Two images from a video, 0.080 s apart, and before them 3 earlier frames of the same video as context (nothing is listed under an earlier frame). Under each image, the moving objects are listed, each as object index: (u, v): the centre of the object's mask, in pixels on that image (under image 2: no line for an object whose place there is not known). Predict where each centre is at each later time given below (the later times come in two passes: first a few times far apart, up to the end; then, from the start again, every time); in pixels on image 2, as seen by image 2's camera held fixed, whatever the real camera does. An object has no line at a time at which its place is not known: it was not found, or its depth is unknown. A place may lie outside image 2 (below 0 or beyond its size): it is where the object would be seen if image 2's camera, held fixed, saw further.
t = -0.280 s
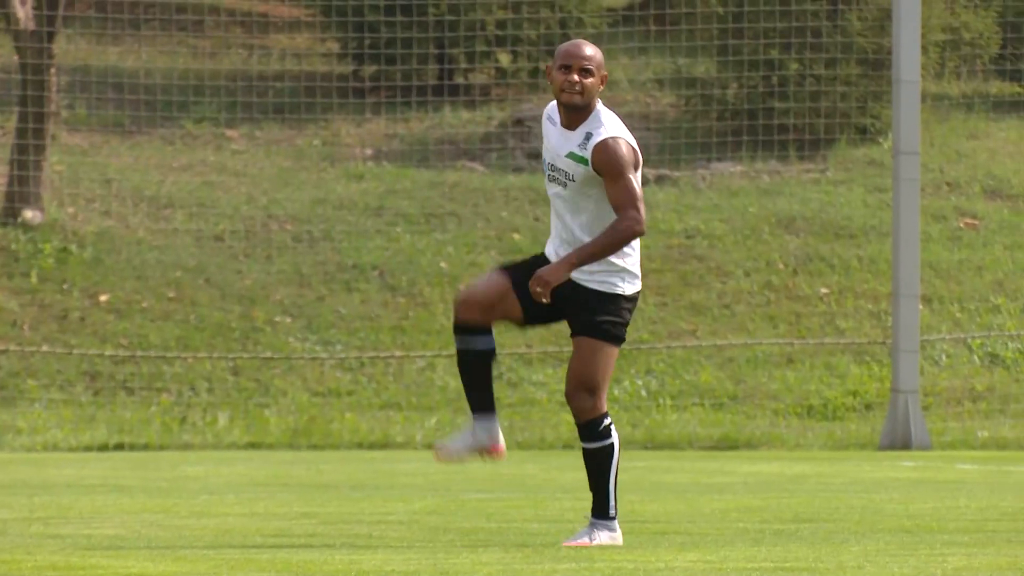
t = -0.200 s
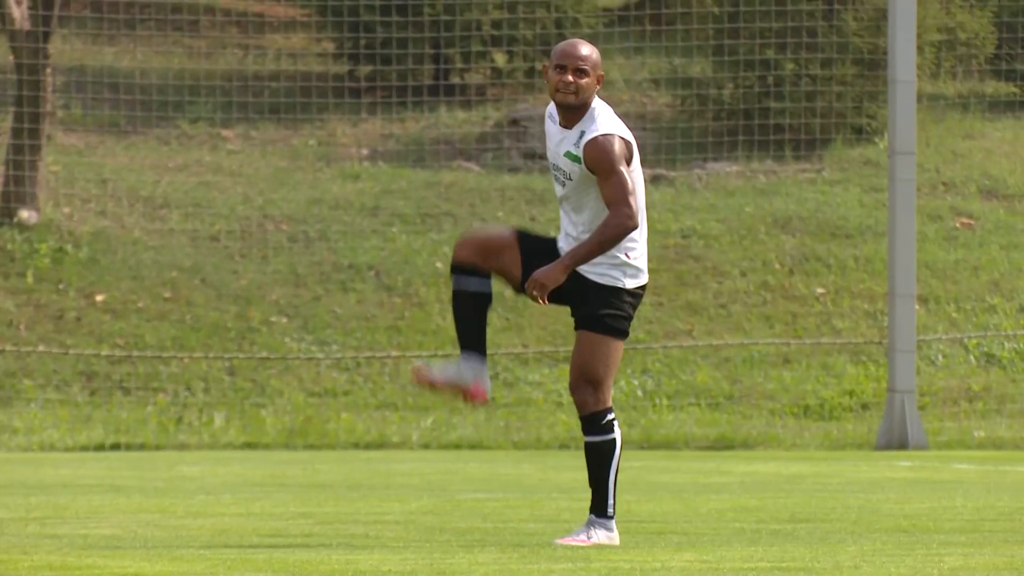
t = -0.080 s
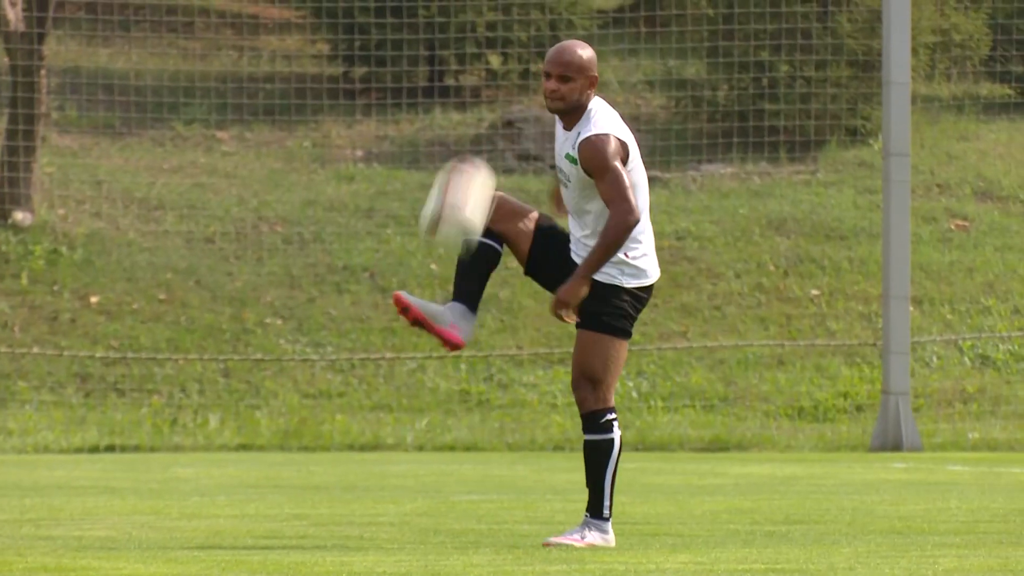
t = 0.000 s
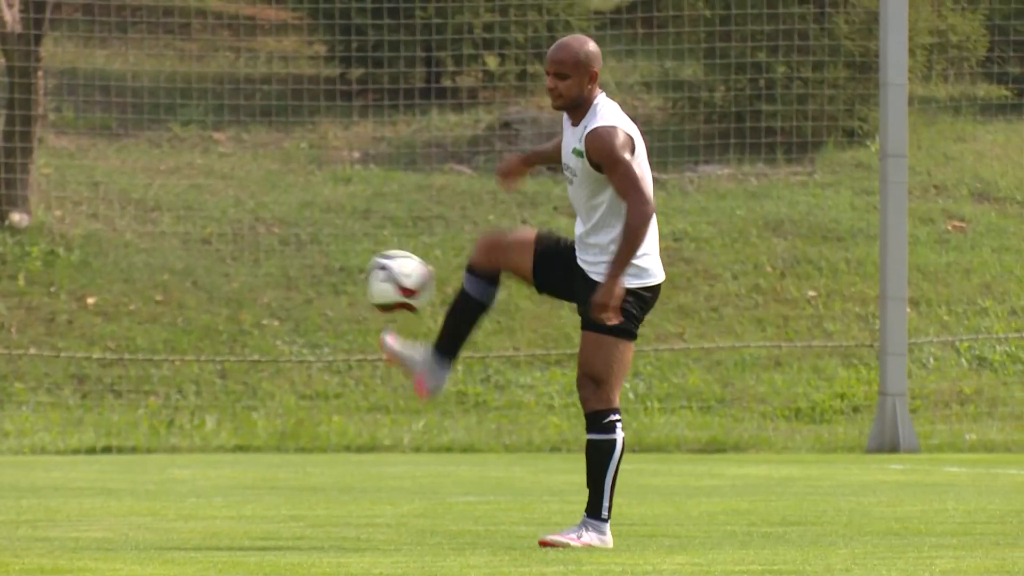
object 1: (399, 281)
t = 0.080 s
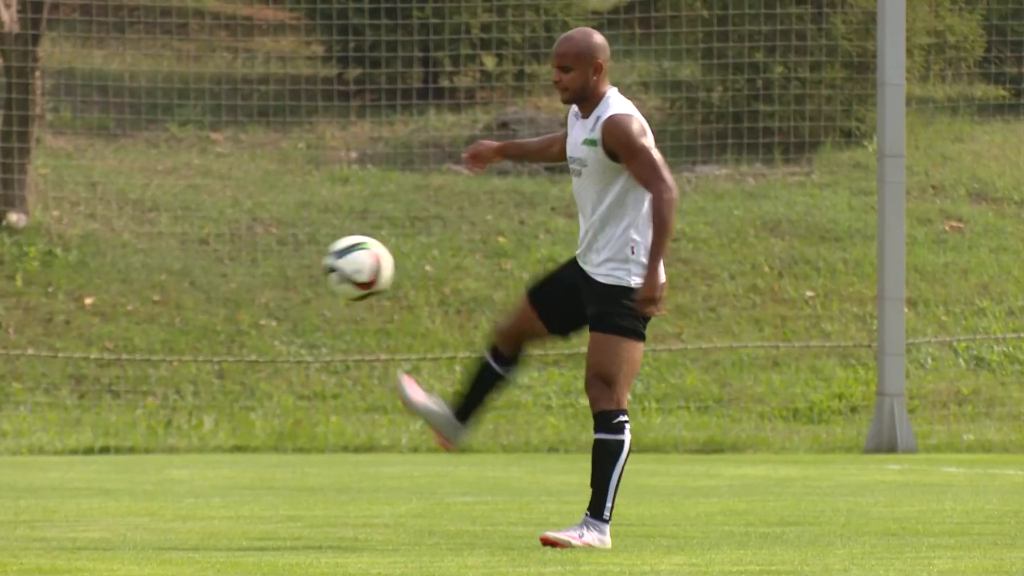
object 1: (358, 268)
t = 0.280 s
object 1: (262, 307)
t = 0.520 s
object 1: (154, 511)
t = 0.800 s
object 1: (72, 437)
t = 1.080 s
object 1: (-5, 508)
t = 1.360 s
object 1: (-74, 518)
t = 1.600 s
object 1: (-132, 521)
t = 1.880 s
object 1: (-188, 524)
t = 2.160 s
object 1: (-215, 525)
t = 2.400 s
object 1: (-219, 526)
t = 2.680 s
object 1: (-219, 527)
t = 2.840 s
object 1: (-220, 528)
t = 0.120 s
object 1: (340, 264)
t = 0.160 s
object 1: (320, 268)
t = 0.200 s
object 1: (300, 277)
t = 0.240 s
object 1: (281, 290)
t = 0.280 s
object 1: (262, 307)
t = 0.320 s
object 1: (244, 327)
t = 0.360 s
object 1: (226, 354)
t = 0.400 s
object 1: (208, 387)
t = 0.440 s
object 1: (189, 424)
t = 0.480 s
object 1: (172, 465)
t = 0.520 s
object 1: (154, 511)
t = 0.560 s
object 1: (140, 504)
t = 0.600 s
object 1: (128, 480)
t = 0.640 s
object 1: (116, 463)
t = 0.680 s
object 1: (105, 450)
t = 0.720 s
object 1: (94, 441)
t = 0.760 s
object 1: (83, 437)
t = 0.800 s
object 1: (72, 437)
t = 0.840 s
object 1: (61, 441)
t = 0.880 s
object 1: (50, 450)
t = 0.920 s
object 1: (38, 462)
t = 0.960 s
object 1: (27, 481)
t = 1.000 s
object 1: (18, 505)
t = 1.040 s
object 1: (6, 518)
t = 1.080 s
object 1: (-5, 508)
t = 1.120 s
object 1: (-16, 500)
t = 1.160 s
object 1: (-27, 497)
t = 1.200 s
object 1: (-37, 497)
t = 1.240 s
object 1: (-46, 502)
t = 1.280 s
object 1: (-56, 511)
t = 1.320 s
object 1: (-65, 520)
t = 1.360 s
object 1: (-74, 518)
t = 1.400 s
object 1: (-84, 517)
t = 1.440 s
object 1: (-94, 519)
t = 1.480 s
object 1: (-103, 521)
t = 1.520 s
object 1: (-113, 522)
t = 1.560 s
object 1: (-122, 522)
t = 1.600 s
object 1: (-132, 521)
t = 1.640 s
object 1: (-142, 522)
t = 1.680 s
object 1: (-152, 522)
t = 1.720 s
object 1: (-161, 522)
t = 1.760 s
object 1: (-169, 522)
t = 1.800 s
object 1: (-176, 523)
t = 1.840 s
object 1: (-182, 523)
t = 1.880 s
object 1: (-188, 524)
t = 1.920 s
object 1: (-193, 525)
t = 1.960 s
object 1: (-198, 524)
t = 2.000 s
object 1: (-203, 525)
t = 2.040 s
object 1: (-207, 524)
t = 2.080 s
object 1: (-210, 525)
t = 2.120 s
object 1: (-213, 525)
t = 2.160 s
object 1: (-215, 525)
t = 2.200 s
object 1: (-216, 525)
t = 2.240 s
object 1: (-218, 526)
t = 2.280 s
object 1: (-218, 526)
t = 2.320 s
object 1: (-219, 526)
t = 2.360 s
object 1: (-219, 526)
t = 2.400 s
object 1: (-219, 526)
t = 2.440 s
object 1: (-219, 526)
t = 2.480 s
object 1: (-218, 526)
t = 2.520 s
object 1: (-219, 527)
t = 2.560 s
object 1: (-219, 527)
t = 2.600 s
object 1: (-219, 526)
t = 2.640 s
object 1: (-219, 526)
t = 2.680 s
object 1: (-219, 527)
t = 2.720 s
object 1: (-220, 527)
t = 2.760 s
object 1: (-220, 528)
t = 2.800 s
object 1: (-220, 528)
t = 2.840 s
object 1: (-220, 528)
